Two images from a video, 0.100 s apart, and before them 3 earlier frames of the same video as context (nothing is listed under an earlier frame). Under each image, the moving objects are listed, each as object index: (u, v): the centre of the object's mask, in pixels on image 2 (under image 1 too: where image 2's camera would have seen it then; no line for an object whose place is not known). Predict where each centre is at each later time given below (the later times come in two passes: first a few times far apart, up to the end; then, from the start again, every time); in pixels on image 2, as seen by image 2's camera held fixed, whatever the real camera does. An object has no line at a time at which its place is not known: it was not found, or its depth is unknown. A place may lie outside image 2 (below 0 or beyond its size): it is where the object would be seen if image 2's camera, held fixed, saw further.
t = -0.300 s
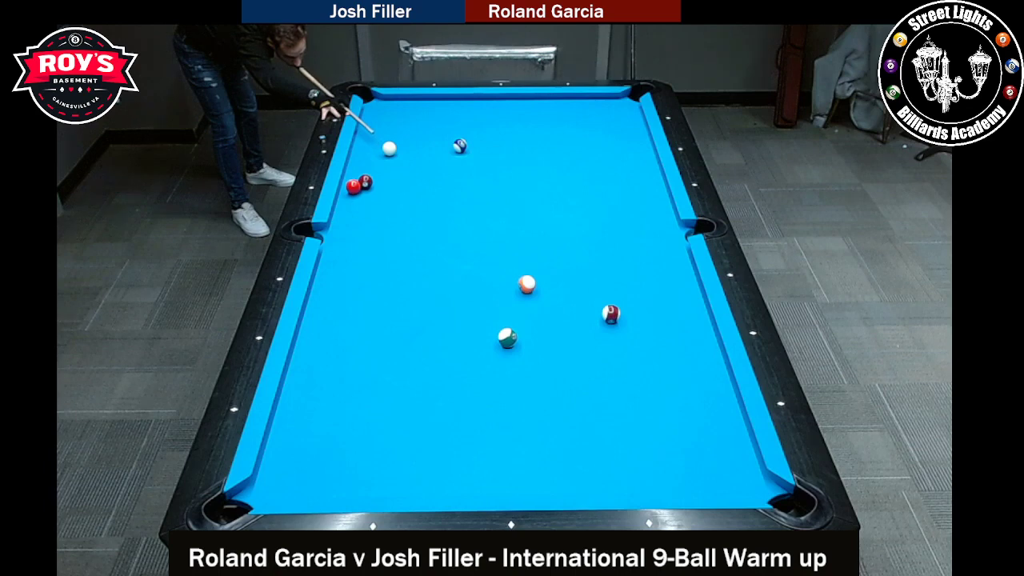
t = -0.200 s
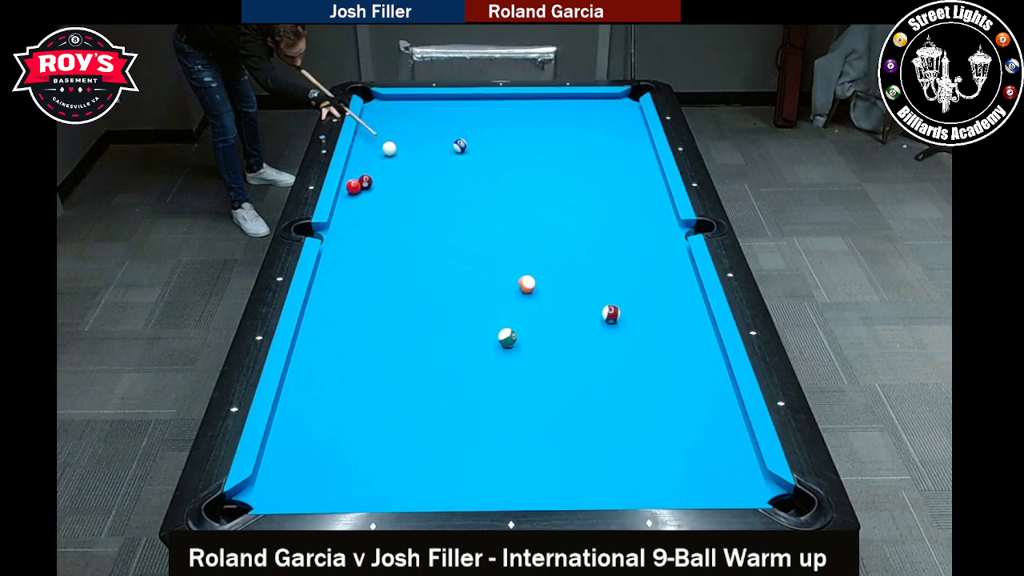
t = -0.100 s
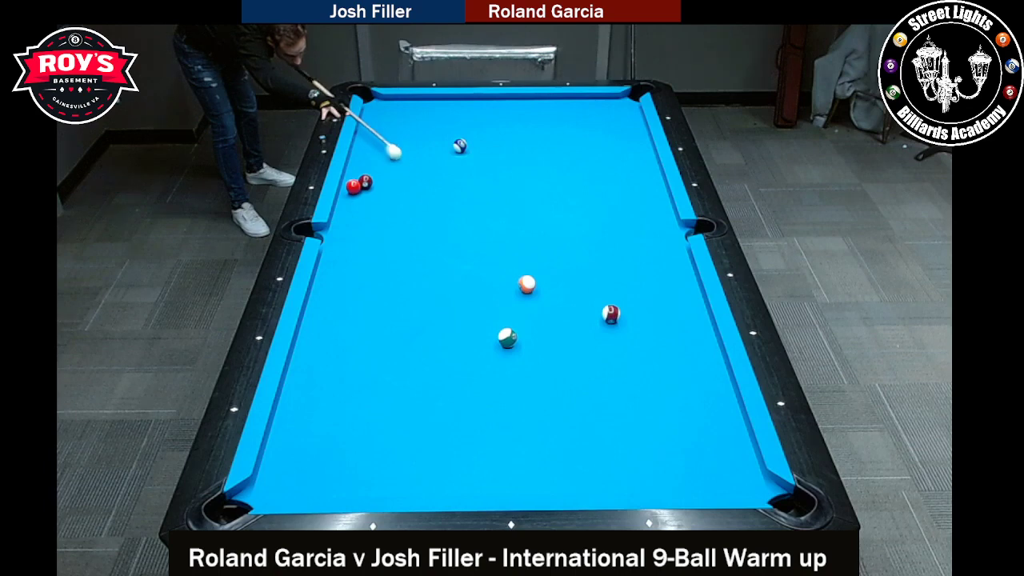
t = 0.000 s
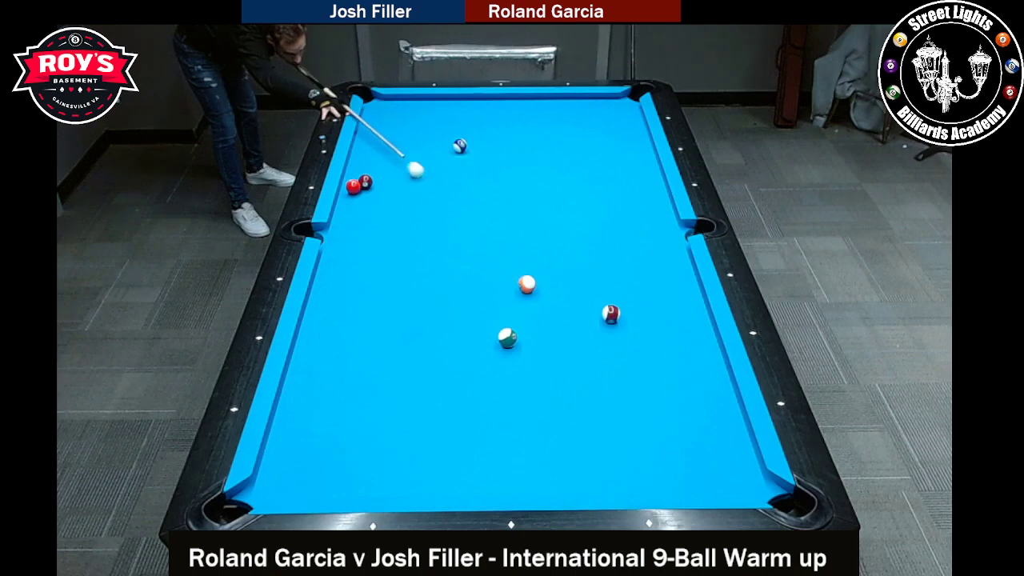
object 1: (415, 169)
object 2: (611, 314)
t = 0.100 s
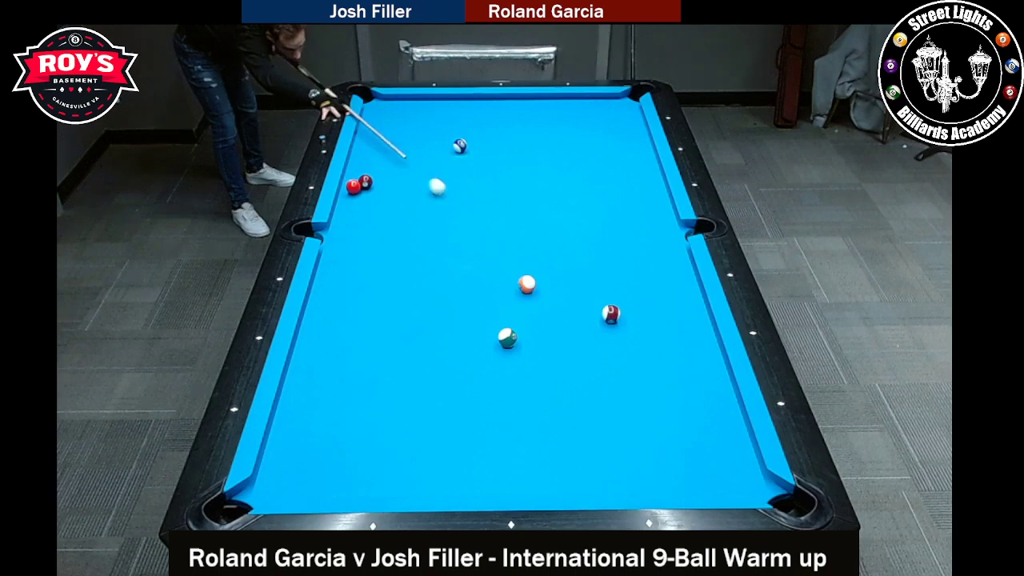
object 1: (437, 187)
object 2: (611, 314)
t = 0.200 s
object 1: (459, 204)
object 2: (611, 314)
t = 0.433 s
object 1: (518, 250)
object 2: (611, 314)
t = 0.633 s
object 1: (576, 296)
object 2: (611, 314)
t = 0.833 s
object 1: (591, 338)
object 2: (663, 325)
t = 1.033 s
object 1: (598, 382)
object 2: (707, 338)
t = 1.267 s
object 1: (607, 440)
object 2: (674, 348)
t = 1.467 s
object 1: (616, 482)
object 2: (647, 358)
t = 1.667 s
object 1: (625, 450)
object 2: (618, 368)
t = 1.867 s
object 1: (633, 421)
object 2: (592, 377)
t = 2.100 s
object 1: (641, 390)
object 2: (560, 389)
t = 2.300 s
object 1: (648, 367)
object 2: (535, 397)
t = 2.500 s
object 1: (653, 346)
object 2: (508, 407)
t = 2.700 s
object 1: (658, 327)
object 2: (483, 416)
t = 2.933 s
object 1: (664, 307)
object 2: (453, 427)
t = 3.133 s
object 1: (668, 291)
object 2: (429, 435)
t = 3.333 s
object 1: (672, 277)
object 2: (406, 444)
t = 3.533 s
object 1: (676, 264)
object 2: (382, 451)
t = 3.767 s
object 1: (681, 249)
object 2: (356, 461)
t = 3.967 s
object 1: (676, 240)
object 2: (334, 468)
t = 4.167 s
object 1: (670, 232)
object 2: (314, 475)
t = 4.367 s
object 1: (664, 224)
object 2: (294, 482)
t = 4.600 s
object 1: (658, 216)
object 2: (272, 489)
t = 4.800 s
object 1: (654, 210)
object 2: (254, 495)
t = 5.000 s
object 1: (649, 204)
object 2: (235, 510)
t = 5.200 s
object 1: (645, 199)
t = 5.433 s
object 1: (641, 194)
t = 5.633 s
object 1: (637, 190)
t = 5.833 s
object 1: (634, 187)
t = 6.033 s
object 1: (632, 184)
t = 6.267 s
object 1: (629, 181)
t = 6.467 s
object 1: (627, 179)
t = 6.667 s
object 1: (627, 178)
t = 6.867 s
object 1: (626, 176)
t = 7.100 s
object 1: (625, 175)
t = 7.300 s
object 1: (625, 175)
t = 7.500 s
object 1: (625, 175)
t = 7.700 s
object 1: (625, 175)
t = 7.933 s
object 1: (625, 175)
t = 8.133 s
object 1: (625, 175)
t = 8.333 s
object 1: (624, 175)
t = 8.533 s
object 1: (625, 175)
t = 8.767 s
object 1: (624, 175)
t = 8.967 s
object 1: (625, 175)
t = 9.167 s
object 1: (625, 175)
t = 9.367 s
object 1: (625, 175)
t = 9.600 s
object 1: (625, 175)
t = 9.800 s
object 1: (625, 175)
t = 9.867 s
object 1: (625, 175)
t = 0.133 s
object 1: (444, 192)
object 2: (611, 314)
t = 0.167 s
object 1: (452, 198)
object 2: (611, 314)
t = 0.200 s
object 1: (459, 204)
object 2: (611, 314)
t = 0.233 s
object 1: (467, 210)
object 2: (611, 314)
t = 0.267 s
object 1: (475, 217)
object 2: (611, 314)
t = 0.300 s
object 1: (483, 223)
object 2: (611, 314)
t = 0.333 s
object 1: (492, 230)
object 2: (611, 314)
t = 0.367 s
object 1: (500, 237)
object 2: (611, 314)
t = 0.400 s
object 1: (509, 244)
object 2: (611, 314)
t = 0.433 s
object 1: (518, 250)
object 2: (611, 314)
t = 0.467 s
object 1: (527, 258)
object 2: (611, 314)
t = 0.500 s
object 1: (537, 265)
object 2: (611, 314)
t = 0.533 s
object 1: (546, 272)
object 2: (611, 314)
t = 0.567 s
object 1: (556, 280)
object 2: (611, 314)
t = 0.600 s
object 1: (566, 288)
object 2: (611, 314)
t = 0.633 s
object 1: (576, 296)
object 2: (611, 314)
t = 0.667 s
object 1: (587, 305)
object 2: (611, 314)
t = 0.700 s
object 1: (592, 312)
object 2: (614, 314)
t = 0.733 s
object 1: (591, 318)
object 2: (628, 317)
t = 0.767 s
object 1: (590, 325)
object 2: (640, 320)
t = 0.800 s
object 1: (591, 331)
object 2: (651, 322)
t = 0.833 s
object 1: (591, 338)
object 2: (663, 325)
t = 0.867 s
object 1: (592, 345)
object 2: (672, 327)
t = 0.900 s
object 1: (593, 352)
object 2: (681, 328)
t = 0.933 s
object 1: (594, 359)
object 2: (691, 331)
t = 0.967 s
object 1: (596, 366)
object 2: (699, 333)
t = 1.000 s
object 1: (597, 374)
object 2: (708, 335)
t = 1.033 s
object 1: (598, 382)
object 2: (707, 338)
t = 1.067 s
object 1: (599, 390)
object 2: (701, 340)
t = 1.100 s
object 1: (600, 398)
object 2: (697, 341)
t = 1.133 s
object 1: (602, 405)
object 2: (692, 342)
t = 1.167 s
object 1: (603, 414)
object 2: (688, 344)
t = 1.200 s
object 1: (604, 423)
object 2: (683, 345)
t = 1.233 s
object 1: (606, 431)
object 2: (679, 346)
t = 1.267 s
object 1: (607, 440)
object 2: (674, 348)
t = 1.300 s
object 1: (608, 449)
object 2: (669, 350)
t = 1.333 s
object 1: (610, 458)
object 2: (664, 352)
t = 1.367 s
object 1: (611, 467)
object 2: (660, 354)
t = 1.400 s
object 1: (613, 477)
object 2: (655, 356)
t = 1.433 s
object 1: (614, 484)
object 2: (651, 356)
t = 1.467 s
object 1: (616, 482)
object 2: (647, 358)
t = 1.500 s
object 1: (617, 477)
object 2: (642, 360)
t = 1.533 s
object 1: (619, 471)
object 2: (638, 361)
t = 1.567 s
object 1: (620, 465)
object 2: (633, 363)
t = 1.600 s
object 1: (622, 460)
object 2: (628, 364)
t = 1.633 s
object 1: (624, 455)
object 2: (623, 366)
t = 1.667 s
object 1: (625, 450)
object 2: (618, 368)
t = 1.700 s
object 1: (626, 445)
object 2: (614, 370)
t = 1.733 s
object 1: (628, 440)
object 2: (609, 371)
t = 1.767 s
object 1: (629, 435)
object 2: (605, 373)
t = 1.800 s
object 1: (630, 430)
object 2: (600, 374)
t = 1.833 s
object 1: (632, 425)
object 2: (597, 376)
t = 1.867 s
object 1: (633, 421)
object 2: (592, 377)
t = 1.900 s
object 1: (634, 416)
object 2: (588, 379)
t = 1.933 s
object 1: (636, 412)
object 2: (584, 380)
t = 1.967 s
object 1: (637, 408)
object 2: (578, 382)
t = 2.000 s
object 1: (638, 403)
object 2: (573, 384)
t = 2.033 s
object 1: (639, 399)
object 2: (569, 386)
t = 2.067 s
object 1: (640, 394)
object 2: (565, 387)
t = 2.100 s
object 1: (641, 390)
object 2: (560, 389)
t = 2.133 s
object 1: (642, 387)
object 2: (556, 390)
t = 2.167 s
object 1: (643, 382)
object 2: (551, 391)
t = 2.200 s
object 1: (645, 378)
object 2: (547, 393)
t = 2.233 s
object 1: (646, 375)
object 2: (543, 395)
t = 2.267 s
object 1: (647, 371)
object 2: (539, 396)
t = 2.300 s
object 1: (648, 367)
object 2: (535, 397)
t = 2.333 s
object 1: (649, 364)
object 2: (530, 399)
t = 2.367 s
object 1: (650, 360)
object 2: (525, 400)
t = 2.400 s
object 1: (651, 356)
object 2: (521, 403)
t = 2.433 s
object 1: (652, 353)
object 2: (516, 404)
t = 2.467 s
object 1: (652, 349)
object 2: (512, 406)
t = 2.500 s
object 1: (653, 346)
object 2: (508, 407)
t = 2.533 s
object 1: (654, 343)
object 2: (504, 408)
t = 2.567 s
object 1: (655, 339)
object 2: (499, 410)
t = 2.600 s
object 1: (656, 336)
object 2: (495, 411)
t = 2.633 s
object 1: (657, 333)
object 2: (491, 412)
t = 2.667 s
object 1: (658, 330)
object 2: (487, 414)
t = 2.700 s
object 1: (658, 327)
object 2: (483, 416)
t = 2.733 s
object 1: (659, 324)
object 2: (479, 417)
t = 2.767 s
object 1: (660, 321)
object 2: (475, 419)
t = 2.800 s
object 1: (661, 318)
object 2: (470, 420)
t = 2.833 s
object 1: (662, 315)
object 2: (466, 422)
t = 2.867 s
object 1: (663, 312)
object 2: (461, 424)
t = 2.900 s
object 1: (663, 309)
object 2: (457, 425)
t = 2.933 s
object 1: (664, 307)
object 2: (453, 427)
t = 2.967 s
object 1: (665, 304)
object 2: (449, 428)
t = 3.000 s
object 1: (665, 301)
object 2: (445, 429)
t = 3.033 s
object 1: (666, 299)
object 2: (441, 430)
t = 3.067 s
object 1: (667, 296)
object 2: (437, 431)
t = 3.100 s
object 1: (668, 293)
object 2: (433, 433)
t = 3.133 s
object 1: (668, 291)
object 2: (429, 435)
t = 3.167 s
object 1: (669, 289)
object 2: (425, 436)
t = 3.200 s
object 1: (670, 286)
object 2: (421, 438)
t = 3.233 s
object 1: (671, 284)
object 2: (418, 439)
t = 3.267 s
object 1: (671, 281)
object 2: (414, 440)
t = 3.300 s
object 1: (672, 279)
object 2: (410, 442)
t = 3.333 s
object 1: (672, 277)
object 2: (406, 444)
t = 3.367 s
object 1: (673, 274)
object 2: (401, 445)
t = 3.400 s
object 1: (674, 272)
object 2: (397, 447)
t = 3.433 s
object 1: (674, 270)
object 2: (393, 448)
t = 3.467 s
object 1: (675, 268)
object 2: (389, 449)
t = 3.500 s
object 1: (675, 265)
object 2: (386, 451)
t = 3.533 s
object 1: (676, 264)
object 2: (382, 451)
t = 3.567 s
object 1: (677, 261)
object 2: (378, 453)
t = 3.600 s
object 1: (677, 259)
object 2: (374, 454)
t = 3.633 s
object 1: (678, 257)
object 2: (371, 455)
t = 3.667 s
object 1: (679, 255)
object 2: (367, 456)
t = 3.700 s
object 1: (679, 253)
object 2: (363, 458)
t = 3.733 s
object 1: (680, 251)
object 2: (360, 459)
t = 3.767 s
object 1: (681, 249)
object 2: (356, 461)
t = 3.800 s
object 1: (681, 247)
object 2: (353, 462)
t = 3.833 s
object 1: (681, 246)
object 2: (349, 463)
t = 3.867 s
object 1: (680, 244)
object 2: (346, 464)
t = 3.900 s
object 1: (678, 243)
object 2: (342, 466)
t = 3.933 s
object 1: (677, 241)
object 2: (338, 467)
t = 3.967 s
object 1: (676, 240)
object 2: (334, 468)
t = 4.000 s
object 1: (675, 239)
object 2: (330, 470)
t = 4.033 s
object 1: (674, 237)
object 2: (327, 471)
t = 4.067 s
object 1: (673, 236)
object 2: (324, 472)
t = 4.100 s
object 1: (672, 234)
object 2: (320, 473)
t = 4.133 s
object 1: (671, 233)
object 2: (317, 474)
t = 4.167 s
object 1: (670, 232)
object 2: (314, 475)
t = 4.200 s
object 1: (669, 230)
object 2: (310, 476)
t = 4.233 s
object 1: (668, 229)
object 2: (307, 478)
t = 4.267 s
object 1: (667, 228)
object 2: (304, 478)
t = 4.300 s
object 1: (666, 226)
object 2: (300, 480)
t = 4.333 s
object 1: (665, 225)
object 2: (297, 481)
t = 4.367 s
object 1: (664, 224)
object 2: (294, 482)
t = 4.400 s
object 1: (663, 223)
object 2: (291, 483)
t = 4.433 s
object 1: (663, 222)
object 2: (288, 484)
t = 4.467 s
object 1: (662, 221)
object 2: (285, 485)
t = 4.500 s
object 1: (661, 219)
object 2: (282, 486)
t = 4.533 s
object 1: (660, 218)
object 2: (278, 487)
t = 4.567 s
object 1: (659, 217)
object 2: (275, 488)
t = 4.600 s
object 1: (658, 216)
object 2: (272, 489)
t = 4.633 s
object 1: (657, 215)
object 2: (269, 490)
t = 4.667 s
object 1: (657, 214)
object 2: (265, 491)
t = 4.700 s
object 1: (656, 213)
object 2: (262, 493)
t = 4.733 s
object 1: (655, 212)
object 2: (259, 493)
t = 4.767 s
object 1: (654, 211)
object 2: (256, 494)
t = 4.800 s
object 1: (654, 210)
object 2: (254, 495)
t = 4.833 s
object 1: (653, 209)
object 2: (251, 496)
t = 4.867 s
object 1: (652, 208)
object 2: (248, 497)
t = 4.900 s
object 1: (651, 207)
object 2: (245, 498)
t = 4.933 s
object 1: (651, 206)
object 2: (241, 500)
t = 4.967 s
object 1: (650, 205)
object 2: (238, 506)
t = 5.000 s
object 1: (649, 204)
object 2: (235, 510)
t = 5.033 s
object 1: (649, 204)
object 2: (231, 517)
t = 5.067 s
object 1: (648, 203)
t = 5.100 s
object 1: (647, 202)
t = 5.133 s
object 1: (647, 201)
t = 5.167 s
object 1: (646, 200)
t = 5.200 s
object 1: (645, 199)
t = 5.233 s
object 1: (645, 199)
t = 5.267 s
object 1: (644, 198)
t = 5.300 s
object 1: (643, 197)
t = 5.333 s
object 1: (643, 196)
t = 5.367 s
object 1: (642, 196)
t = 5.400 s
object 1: (641, 195)
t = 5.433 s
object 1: (641, 194)
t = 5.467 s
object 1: (640, 194)
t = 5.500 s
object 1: (640, 193)
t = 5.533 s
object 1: (639, 192)
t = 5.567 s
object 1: (638, 192)
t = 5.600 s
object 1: (638, 191)
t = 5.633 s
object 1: (637, 190)
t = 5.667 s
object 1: (637, 190)
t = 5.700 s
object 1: (636, 189)
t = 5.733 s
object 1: (636, 188)
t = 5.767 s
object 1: (635, 188)
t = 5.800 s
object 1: (635, 187)
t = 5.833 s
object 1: (634, 187)
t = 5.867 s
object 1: (634, 186)
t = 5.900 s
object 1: (633, 186)
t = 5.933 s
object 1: (633, 185)
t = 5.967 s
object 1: (632, 185)
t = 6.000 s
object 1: (632, 184)
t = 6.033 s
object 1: (632, 184)
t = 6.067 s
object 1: (632, 183)
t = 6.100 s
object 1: (631, 183)
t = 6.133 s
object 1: (630, 183)
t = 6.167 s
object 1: (630, 182)
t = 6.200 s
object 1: (630, 182)
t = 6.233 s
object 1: (629, 181)
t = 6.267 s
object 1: (629, 181)
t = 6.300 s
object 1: (629, 181)
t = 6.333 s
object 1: (628, 180)
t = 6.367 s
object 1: (628, 180)
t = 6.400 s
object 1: (628, 180)
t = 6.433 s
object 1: (628, 179)
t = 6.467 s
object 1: (627, 179)
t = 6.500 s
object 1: (627, 179)
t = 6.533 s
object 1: (627, 178)
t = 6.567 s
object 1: (627, 178)
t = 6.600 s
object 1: (627, 178)
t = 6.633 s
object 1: (627, 178)
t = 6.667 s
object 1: (627, 178)
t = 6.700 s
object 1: (626, 177)
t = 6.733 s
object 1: (626, 177)
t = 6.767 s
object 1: (626, 177)
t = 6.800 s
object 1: (626, 177)
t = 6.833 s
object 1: (626, 176)
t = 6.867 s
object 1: (626, 176)
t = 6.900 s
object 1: (625, 176)
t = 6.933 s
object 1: (625, 176)
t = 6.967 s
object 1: (625, 176)
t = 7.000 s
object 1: (625, 176)
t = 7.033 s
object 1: (625, 176)
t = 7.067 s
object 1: (625, 176)
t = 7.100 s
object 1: (625, 175)
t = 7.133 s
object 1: (625, 175)
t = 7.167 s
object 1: (625, 175)
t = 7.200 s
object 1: (625, 175)
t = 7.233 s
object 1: (625, 175)
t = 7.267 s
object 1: (625, 175)
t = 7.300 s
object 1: (625, 175)
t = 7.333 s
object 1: (625, 175)
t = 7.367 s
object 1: (625, 175)
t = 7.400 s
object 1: (625, 175)
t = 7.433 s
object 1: (625, 175)
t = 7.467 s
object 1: (625, 175)
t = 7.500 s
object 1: (625, 175)
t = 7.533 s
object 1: (625, 175)
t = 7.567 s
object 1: (625, 175)
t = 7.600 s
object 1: (625, 175)
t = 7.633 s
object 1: (625, 175)
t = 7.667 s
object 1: (625, 175)
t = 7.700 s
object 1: (625, 175)
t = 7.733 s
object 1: (625, 175)
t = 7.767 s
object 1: (625, 175)
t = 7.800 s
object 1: (625, 175)
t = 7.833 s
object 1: (625, 175)
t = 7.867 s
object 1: (625, 175)
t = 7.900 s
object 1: (625, 175)
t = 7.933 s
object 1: (625, 175)
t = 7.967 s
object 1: (625, 175)
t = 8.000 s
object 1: (625, 175)
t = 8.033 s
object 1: (625, 175)
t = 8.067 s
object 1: (625, 175)
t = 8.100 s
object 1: (625, 175)
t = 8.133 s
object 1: (625, 175)
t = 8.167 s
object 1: (625, 175)
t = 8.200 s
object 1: (625, 175)
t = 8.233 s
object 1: (625, 175)
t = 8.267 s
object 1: (625, 175)
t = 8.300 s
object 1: (624, 175)
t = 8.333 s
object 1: (624, 175)
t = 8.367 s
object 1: (625, 175)
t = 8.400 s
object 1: (625, 175)
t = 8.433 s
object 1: (625, 175)
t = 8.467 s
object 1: (625, 175)
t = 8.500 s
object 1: (625, 175)
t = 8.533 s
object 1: (625, 175)
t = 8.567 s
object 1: (625, 175)
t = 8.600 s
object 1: (625, 175)
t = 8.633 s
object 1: (624, 175)
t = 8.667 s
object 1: (624, 175)
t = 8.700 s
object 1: (625, 175)
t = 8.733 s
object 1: (625, 175)
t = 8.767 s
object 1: (624, 175)
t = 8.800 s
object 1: (624, 175)
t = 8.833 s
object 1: (625, 175)
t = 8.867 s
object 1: (625, 175)
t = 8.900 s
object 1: (625, 175)
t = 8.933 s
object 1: (625, 175)
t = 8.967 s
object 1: (625, 175)
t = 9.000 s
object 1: (625, 175)
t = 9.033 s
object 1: (625, 175)
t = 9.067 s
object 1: (625, 175)
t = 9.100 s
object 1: (625, 175)
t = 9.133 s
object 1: (625, 175)
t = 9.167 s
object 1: (625, 175)
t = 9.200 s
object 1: (625, 175)
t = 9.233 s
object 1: (625, 175)
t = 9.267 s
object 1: (625, 175)
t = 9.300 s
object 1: (625, 175)
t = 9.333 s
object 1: (625, 175)
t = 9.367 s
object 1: (625, 175)
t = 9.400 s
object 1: (625, 175)
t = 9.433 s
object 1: (625, 175)
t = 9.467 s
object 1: (625, 175)
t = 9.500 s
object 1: (625, 175)
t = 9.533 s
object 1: (625, 175)
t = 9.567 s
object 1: (625, 175)
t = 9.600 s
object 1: (625, 175)
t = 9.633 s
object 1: (625, 175)
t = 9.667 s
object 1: (625, 175)
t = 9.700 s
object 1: (625, 175)
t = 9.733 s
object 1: (625, 175)
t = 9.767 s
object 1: (625, 175)
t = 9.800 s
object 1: (625, 175)
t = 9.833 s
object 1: (625, 175)
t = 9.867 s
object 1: (625, 175)
